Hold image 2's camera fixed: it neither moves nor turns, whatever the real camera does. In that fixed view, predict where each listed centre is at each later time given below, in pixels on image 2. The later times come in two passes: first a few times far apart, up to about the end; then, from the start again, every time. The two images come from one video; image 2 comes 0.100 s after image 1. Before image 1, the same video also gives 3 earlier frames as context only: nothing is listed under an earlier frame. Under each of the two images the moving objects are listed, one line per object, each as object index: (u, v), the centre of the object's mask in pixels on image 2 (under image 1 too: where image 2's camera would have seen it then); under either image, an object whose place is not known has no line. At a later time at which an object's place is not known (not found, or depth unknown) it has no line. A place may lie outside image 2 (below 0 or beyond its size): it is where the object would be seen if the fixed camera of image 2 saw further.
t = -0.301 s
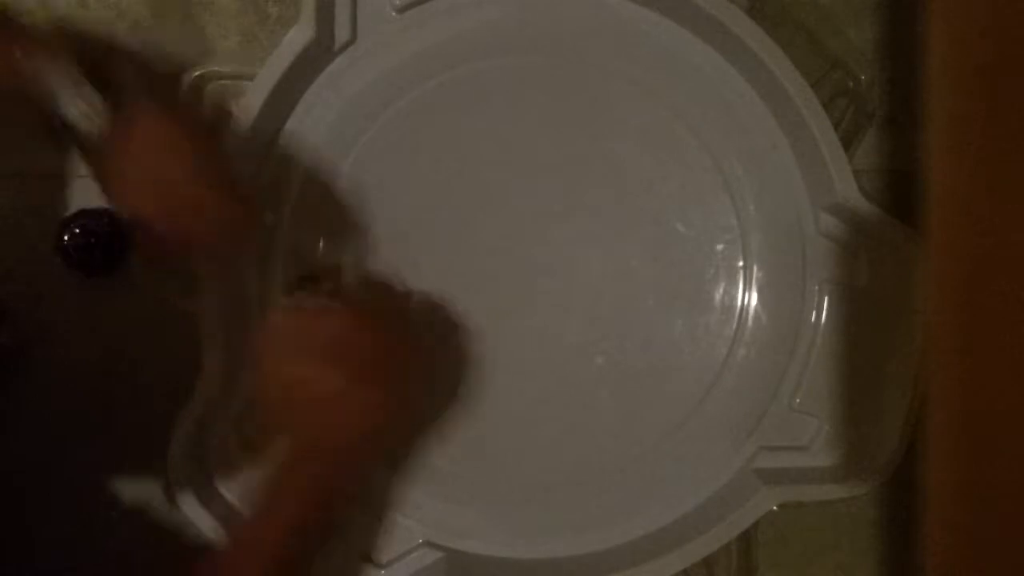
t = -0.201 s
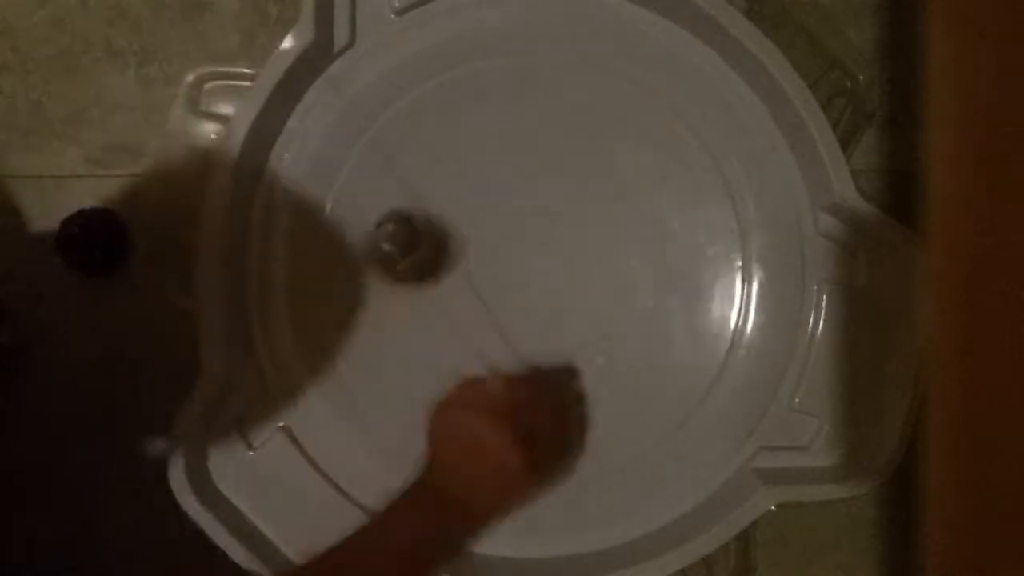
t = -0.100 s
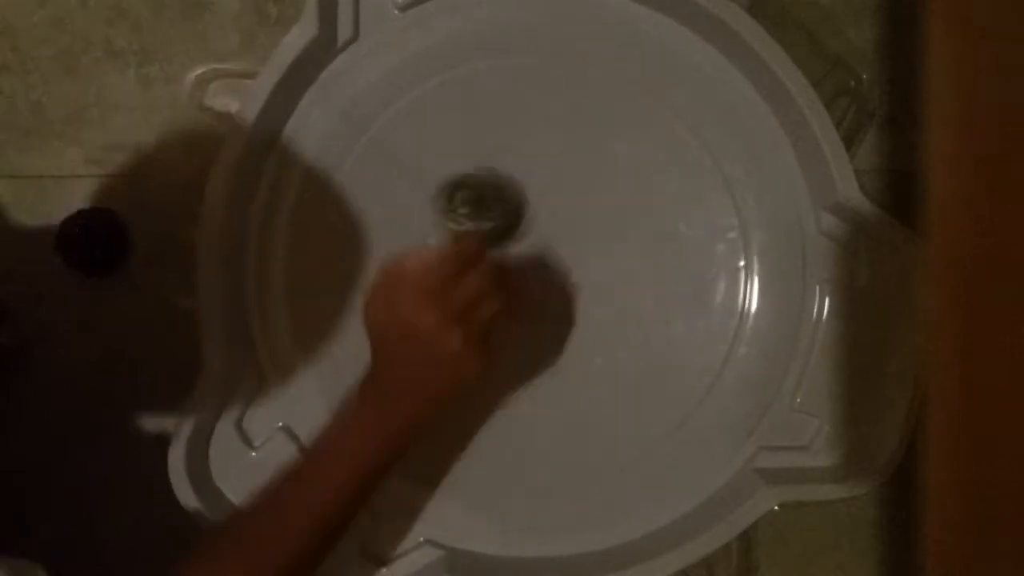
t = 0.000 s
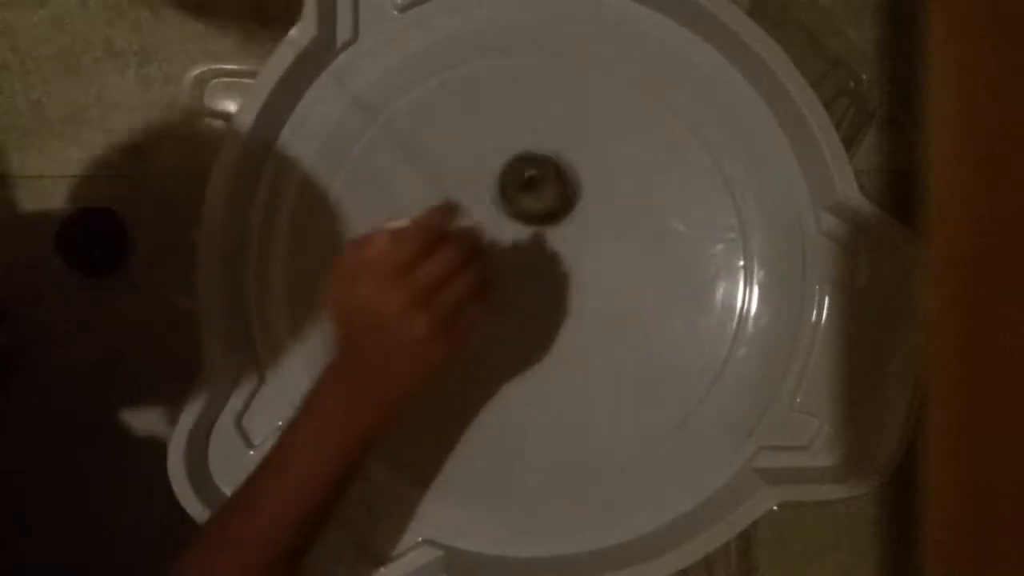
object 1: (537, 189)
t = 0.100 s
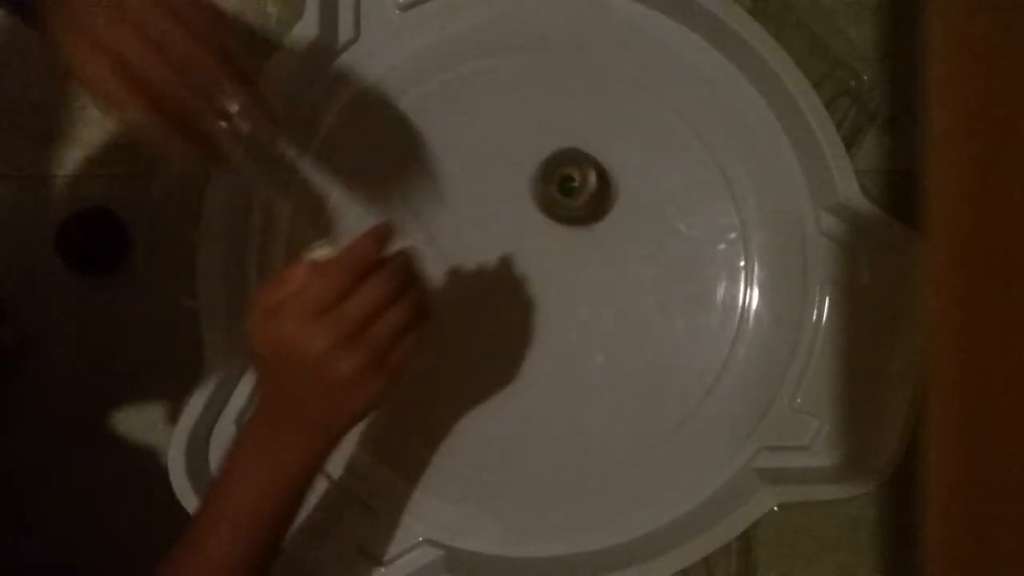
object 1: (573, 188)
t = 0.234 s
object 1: (598, 201)
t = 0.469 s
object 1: (600, 221)
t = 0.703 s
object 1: (604, 257)
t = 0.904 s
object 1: (594, 273)
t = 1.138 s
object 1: (584, 288)
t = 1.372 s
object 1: (575, 279)
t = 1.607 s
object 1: (558, 281)
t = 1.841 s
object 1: (524, 277)
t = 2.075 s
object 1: (503, 245)
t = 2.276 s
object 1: (514, 231)
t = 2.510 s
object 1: (508, 237)
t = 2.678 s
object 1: (504, 244)
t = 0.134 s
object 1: (580, 191)
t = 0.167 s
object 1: (587, 196)
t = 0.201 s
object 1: (593, 198)
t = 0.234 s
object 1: (598, 201)
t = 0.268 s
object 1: (601, 203)
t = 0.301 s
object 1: (604, 204)
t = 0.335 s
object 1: (605, 205)
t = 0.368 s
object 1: (604, 208)
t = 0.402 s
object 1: (603, 212)
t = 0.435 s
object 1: (602, 217)
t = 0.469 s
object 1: (600, 221)
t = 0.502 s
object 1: (598, 228)
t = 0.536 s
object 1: (598, 233)
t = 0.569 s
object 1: (599, 238)
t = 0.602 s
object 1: (599, 244)
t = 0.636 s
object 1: (602, 251)
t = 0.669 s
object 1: (604, 254)
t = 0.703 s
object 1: (604, 257)
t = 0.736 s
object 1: (603, 262)
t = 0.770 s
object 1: (603, 266)
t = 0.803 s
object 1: (601, 267)
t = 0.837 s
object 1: (598, 269)
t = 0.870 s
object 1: (595, 271)
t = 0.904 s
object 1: (594, 273)
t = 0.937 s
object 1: (590, 274)
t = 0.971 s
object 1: (587, 278)
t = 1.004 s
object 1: (586, 281)
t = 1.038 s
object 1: (586, 283)
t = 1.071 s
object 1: (584, 285)
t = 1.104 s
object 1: (583, 288)
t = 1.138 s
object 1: (584, 288)
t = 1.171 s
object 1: (584, 285)
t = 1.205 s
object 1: (583, 284)
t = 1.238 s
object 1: (584, 282)
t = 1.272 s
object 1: (583, 280)
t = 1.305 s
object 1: (580, 279)
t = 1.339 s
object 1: (578, 279)
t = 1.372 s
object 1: (575, 279)
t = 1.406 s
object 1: (571, 279)
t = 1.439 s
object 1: (568, 279)
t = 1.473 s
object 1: (565, 280)
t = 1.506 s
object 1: (565, 281)
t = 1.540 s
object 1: (563, 282)
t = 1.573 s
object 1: (561, 281)
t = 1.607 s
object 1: (558, 281)
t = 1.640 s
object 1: (555, 280)
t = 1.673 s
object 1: (551, 280)
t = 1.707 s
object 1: (547, 279)
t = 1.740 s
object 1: (541, 278)
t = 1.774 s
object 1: (536, 278)
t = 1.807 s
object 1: (531, 278)
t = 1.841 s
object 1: (524, 277)
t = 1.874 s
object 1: (517, 275)
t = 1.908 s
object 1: (510, 272)
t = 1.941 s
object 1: (505, 266)
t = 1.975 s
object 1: (503, 259)
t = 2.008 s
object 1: (502, 254)
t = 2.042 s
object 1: (502, 249)
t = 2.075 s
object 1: (503, 245)
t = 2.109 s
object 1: (504, 241)
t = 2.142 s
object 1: (506, 239)
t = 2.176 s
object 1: (507, 236)
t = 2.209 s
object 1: (509, 234)
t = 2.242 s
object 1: (512, 232)
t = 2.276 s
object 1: (514, 231)
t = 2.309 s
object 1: (514, 231)
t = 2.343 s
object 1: (514, 231)
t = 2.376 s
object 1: (512, 232)
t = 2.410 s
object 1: (511, 233)
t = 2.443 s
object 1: (510, 234)
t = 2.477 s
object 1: (509, 236)
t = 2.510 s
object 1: (508, 237)
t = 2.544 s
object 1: (507, 238)
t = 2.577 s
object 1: (506, 239)
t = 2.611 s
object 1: (505, 240)
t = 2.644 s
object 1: (505, 242)
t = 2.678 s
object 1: (504, 244)
